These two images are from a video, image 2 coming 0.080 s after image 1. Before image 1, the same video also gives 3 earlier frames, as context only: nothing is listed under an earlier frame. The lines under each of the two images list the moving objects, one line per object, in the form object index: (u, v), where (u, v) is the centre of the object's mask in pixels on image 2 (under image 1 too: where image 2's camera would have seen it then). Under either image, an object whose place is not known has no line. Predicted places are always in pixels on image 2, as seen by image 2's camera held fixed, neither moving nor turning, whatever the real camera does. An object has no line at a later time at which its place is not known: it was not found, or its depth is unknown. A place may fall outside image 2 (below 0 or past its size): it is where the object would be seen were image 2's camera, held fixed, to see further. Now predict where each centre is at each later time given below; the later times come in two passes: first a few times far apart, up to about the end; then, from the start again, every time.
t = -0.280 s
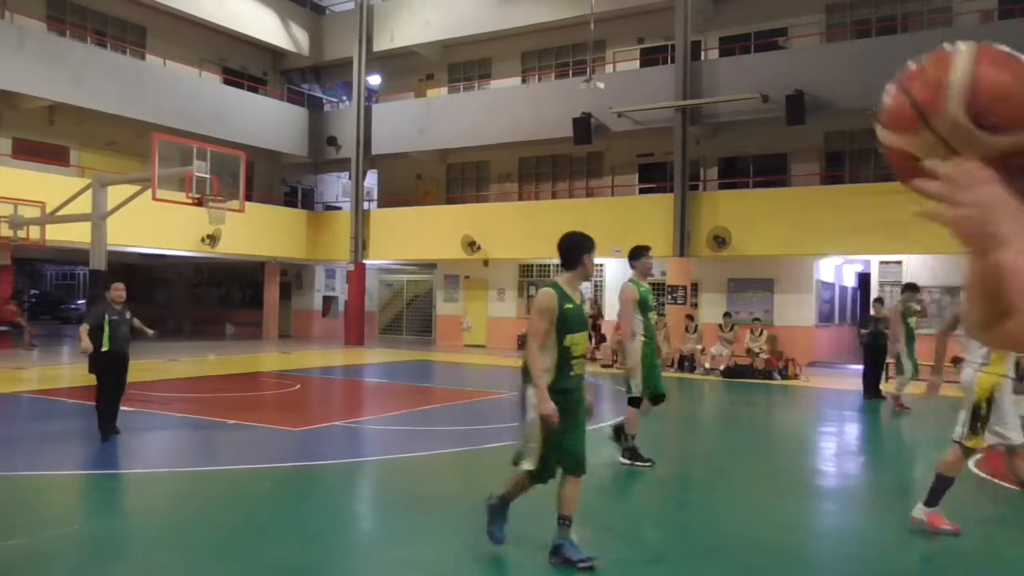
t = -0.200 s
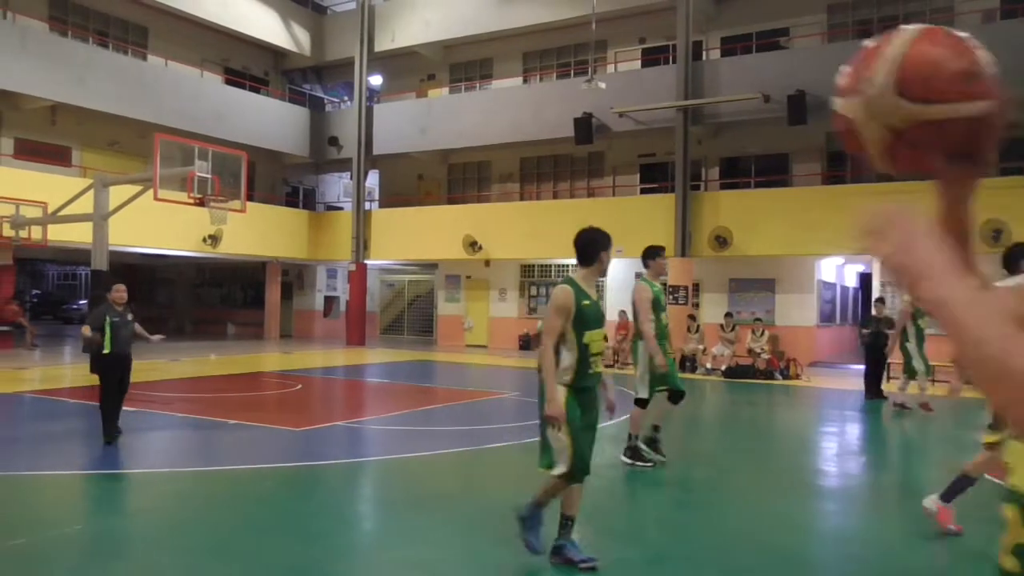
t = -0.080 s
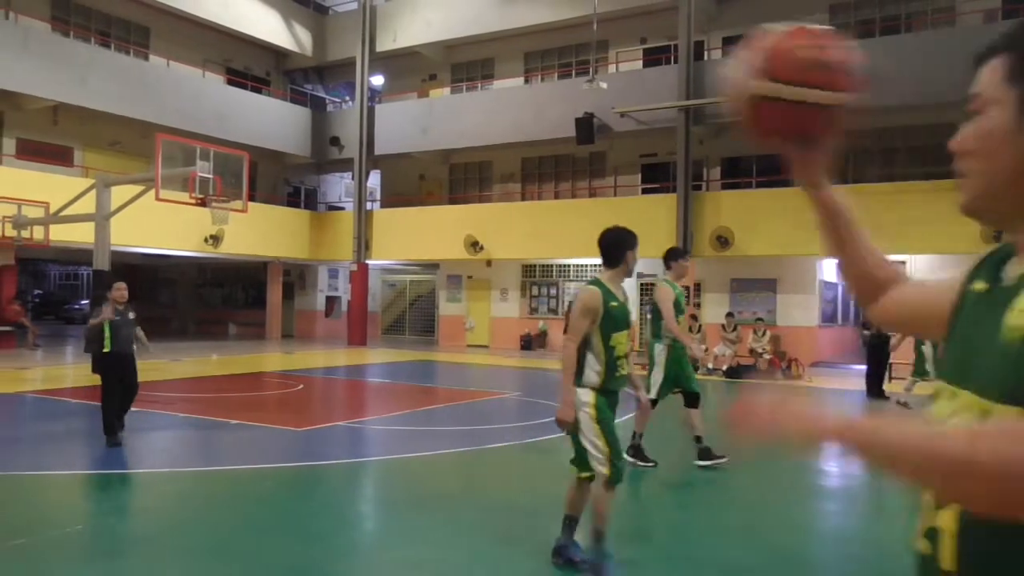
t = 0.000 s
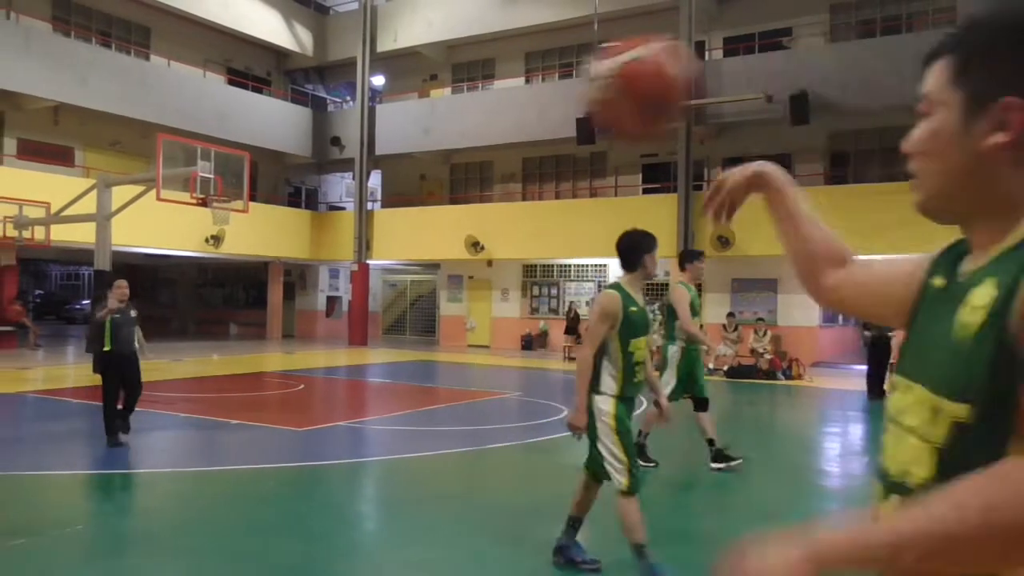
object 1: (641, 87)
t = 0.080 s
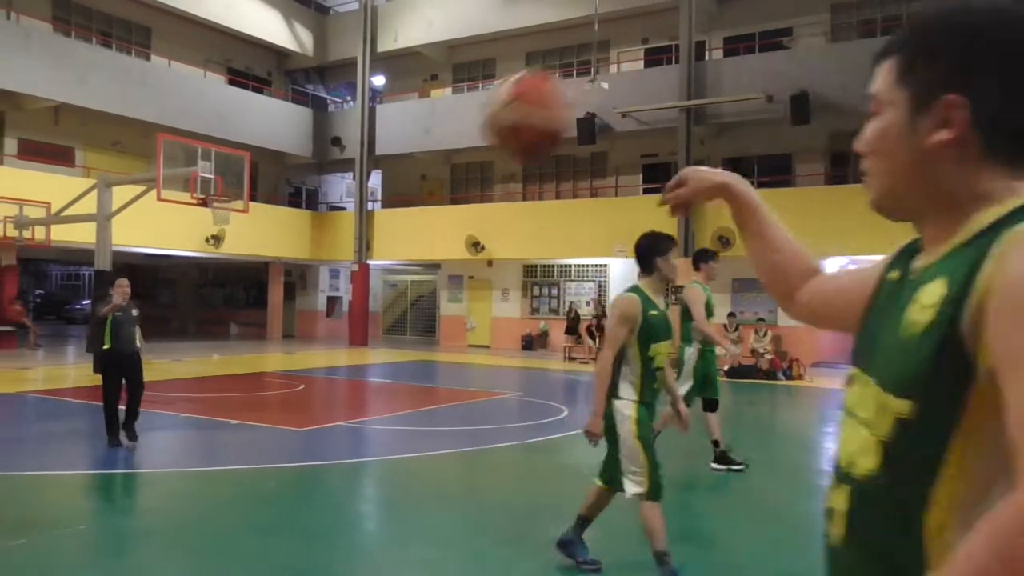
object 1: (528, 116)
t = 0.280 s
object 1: (362, 226)
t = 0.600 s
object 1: (233, 456)
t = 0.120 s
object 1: (484, 133)
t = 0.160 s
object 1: (450, 150)
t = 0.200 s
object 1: (417, 175)
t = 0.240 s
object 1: (388, 197)
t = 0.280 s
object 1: (362, 226)
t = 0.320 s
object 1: (342, 251)
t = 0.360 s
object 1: (321, 281)
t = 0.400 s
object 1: (300, 307)
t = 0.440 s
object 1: (286, 335)
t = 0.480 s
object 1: (271, 364)
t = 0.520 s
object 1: (257, 397)
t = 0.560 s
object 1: (245, 423)
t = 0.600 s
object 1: (233, 456)
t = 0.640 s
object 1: (222, 488)
